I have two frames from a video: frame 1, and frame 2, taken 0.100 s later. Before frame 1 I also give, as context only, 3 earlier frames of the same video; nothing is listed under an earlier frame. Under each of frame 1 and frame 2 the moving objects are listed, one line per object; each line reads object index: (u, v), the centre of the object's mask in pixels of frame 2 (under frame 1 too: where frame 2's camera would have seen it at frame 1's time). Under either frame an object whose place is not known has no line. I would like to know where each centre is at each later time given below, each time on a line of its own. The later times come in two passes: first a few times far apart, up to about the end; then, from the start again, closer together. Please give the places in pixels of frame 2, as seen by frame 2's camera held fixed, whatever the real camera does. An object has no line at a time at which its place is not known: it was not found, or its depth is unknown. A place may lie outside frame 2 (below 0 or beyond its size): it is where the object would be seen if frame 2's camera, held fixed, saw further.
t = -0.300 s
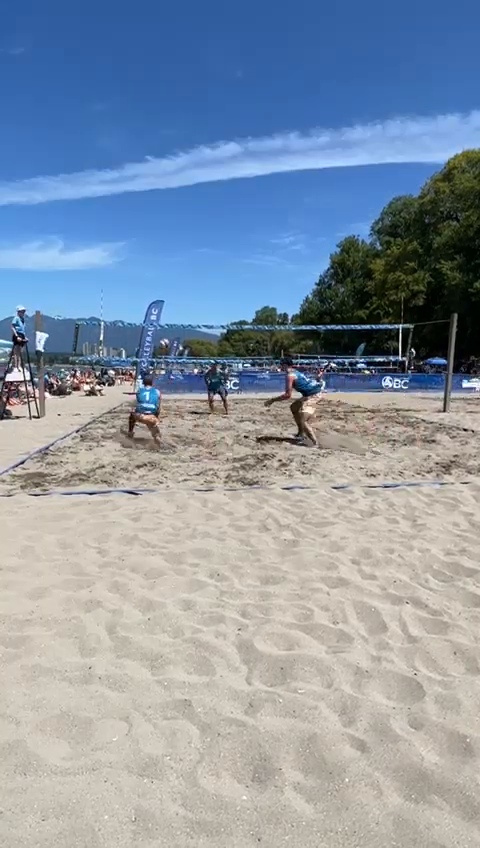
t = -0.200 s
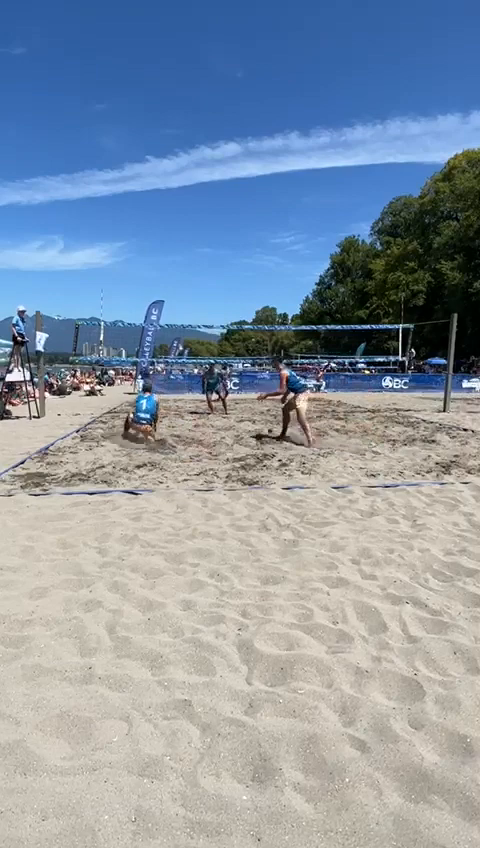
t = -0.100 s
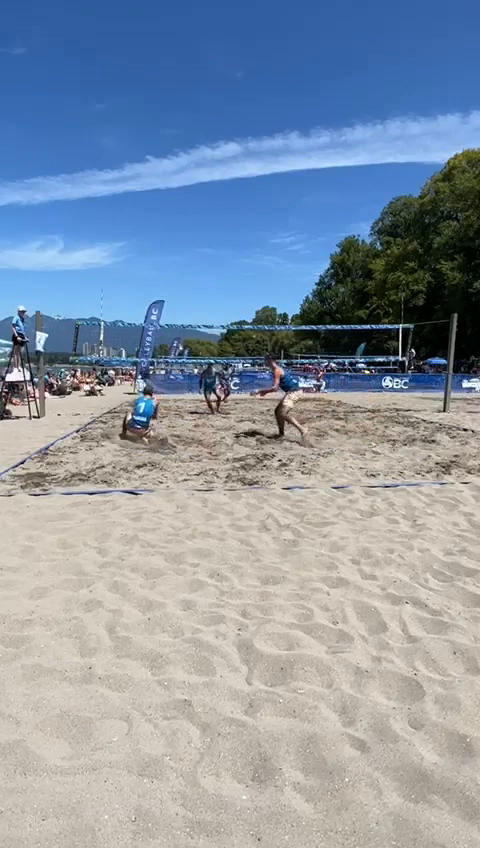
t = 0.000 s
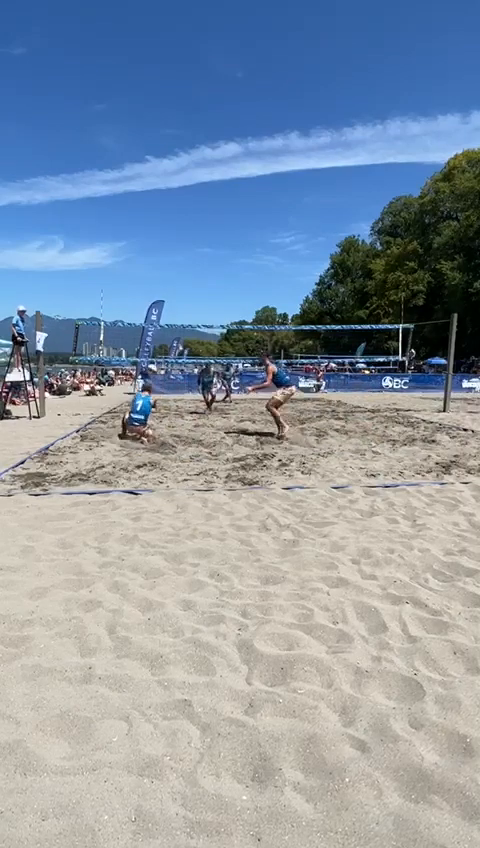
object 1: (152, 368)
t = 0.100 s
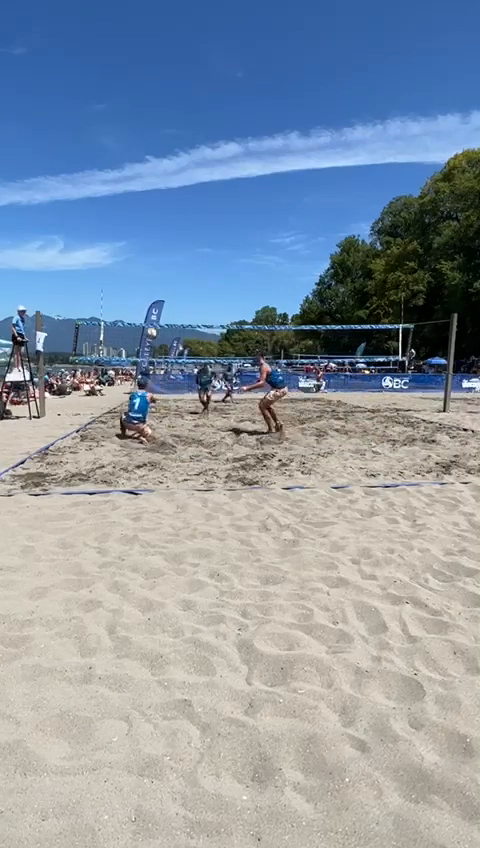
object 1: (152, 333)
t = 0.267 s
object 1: (151, 287)
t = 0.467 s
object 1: (151, 254)
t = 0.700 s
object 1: (152, 240)
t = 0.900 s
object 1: (154, 251)
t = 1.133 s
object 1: (156, 284)
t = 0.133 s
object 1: (151, 324)
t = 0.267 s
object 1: (151, 287)
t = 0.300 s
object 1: (151, 280)
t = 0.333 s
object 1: (151, 274)
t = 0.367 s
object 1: (151, 268)
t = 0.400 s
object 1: (151, 262)
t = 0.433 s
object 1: (151, 257)
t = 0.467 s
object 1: (151, 254)
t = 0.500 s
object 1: (151, 249)
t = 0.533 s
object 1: (152, 246)
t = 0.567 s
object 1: (152, 245)
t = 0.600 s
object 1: (152, 242)
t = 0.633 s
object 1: (152, 241)
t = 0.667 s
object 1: (152, 241)
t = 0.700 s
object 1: (152, 240)
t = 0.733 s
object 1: (153, 240)
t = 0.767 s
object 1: (153, 242)
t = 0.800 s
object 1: (153, 244)
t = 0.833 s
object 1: (153, 245)
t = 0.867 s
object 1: (154, 248)
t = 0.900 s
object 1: (154, 251)
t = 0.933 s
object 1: (154, 254)
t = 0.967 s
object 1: (154, 258)
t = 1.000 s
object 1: (155, 262)
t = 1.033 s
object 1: (155, 267)
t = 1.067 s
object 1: (155, 272)
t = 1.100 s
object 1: (156, 278)
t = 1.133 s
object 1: (156, 284)
